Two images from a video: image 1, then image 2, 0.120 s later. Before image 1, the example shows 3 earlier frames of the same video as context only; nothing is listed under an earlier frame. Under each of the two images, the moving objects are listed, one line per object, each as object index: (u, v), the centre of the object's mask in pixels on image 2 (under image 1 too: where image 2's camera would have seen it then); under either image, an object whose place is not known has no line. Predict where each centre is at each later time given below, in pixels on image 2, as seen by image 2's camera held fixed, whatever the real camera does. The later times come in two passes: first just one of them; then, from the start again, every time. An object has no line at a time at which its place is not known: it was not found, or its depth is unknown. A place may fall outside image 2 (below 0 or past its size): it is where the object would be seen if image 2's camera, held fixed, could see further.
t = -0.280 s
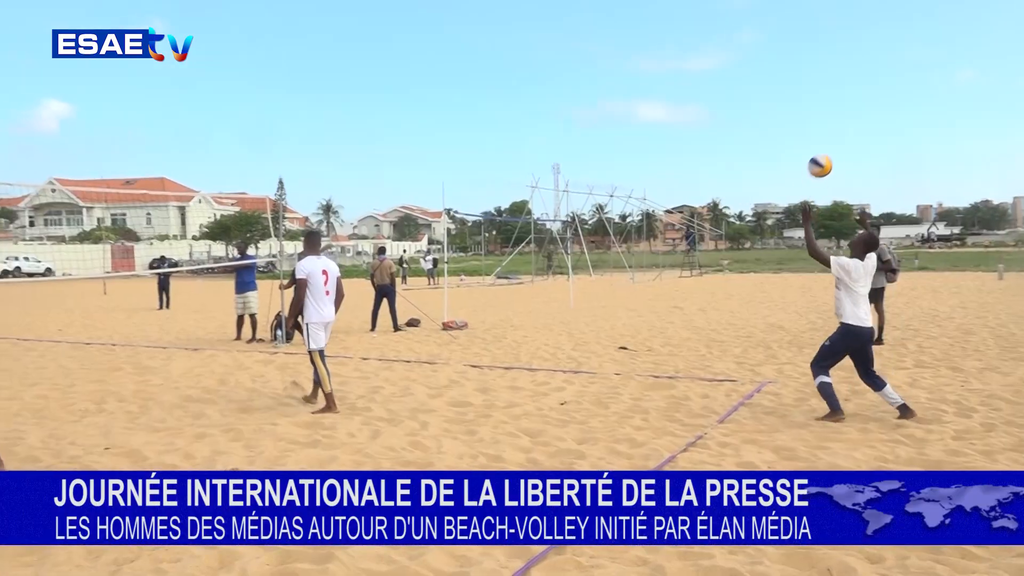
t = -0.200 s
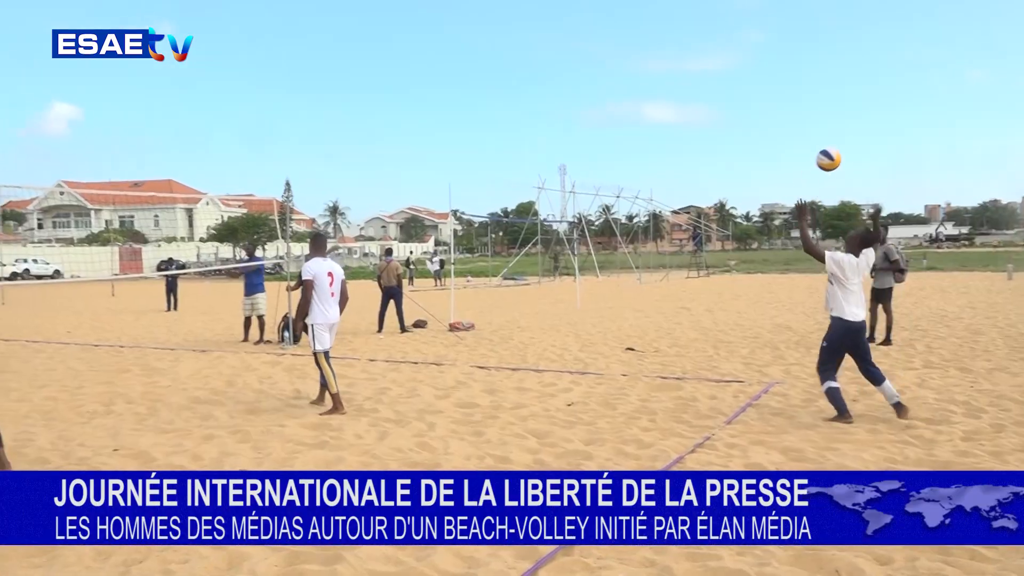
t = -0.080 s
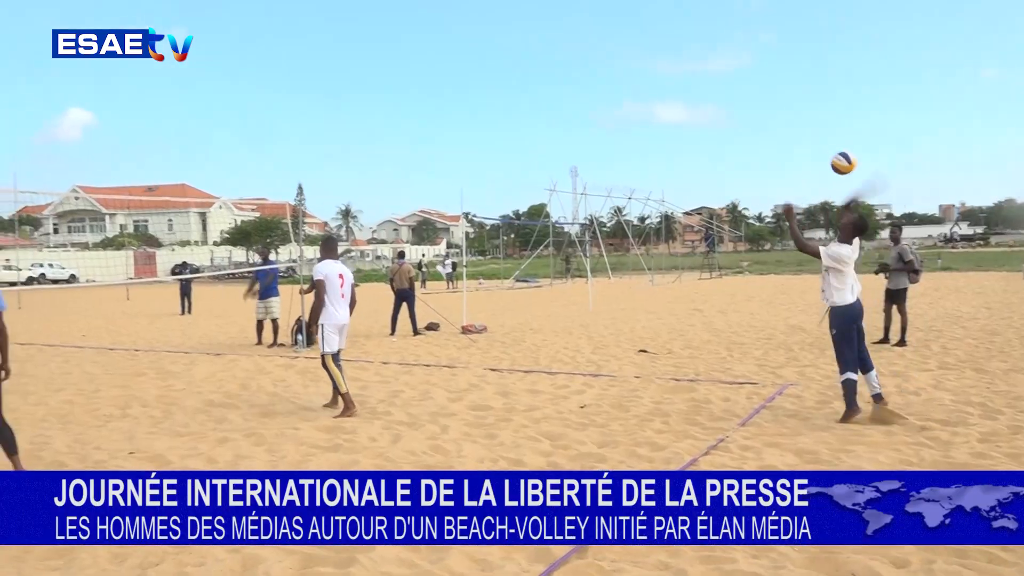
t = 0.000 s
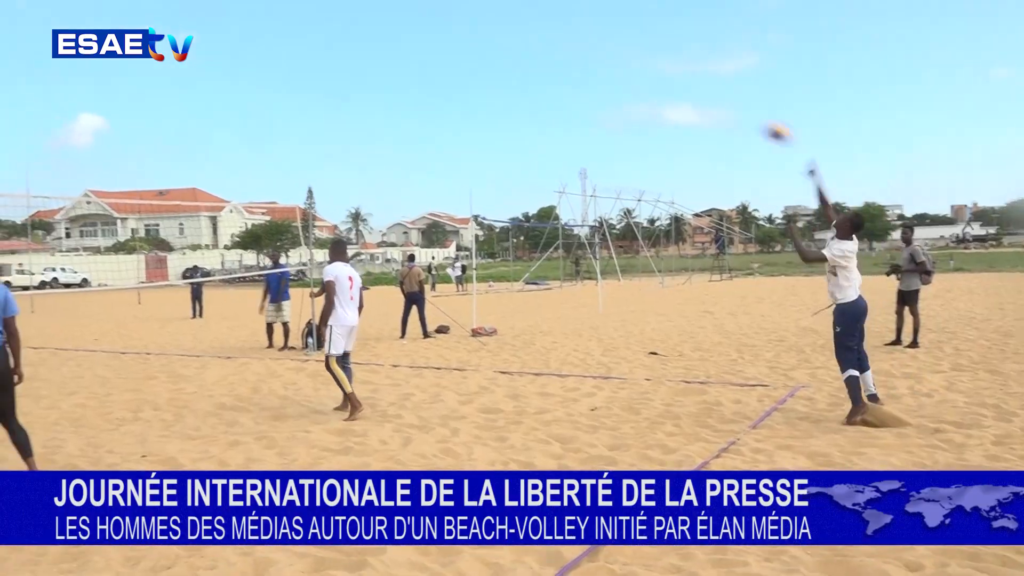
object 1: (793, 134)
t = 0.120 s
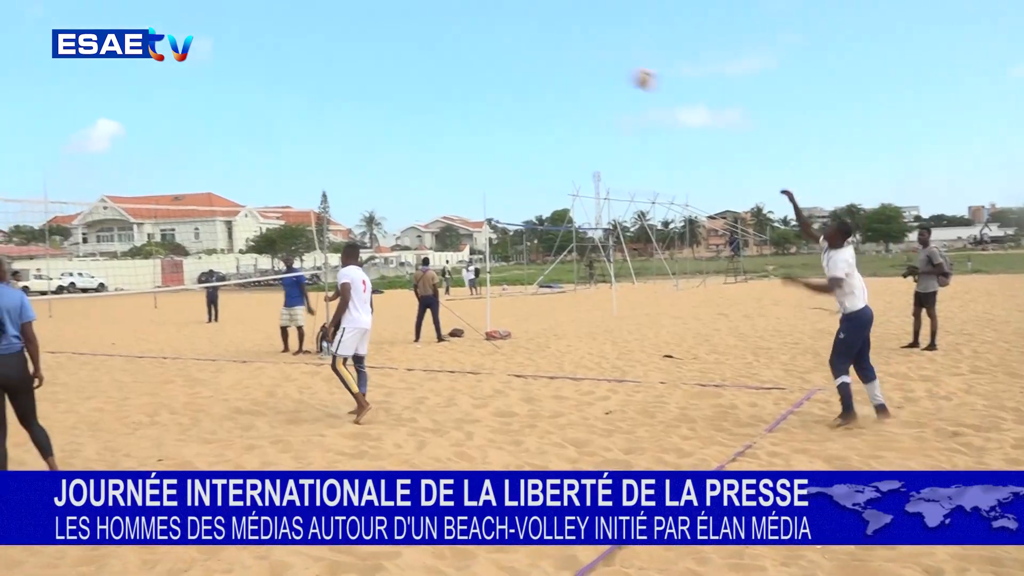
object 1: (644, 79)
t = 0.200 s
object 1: (556, 55)
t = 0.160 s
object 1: (599, 66)
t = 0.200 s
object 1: (556, 55)
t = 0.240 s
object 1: (517, 46)
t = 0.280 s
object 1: (479, 39)
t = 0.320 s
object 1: (442, 34)
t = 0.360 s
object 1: (406, 31)
